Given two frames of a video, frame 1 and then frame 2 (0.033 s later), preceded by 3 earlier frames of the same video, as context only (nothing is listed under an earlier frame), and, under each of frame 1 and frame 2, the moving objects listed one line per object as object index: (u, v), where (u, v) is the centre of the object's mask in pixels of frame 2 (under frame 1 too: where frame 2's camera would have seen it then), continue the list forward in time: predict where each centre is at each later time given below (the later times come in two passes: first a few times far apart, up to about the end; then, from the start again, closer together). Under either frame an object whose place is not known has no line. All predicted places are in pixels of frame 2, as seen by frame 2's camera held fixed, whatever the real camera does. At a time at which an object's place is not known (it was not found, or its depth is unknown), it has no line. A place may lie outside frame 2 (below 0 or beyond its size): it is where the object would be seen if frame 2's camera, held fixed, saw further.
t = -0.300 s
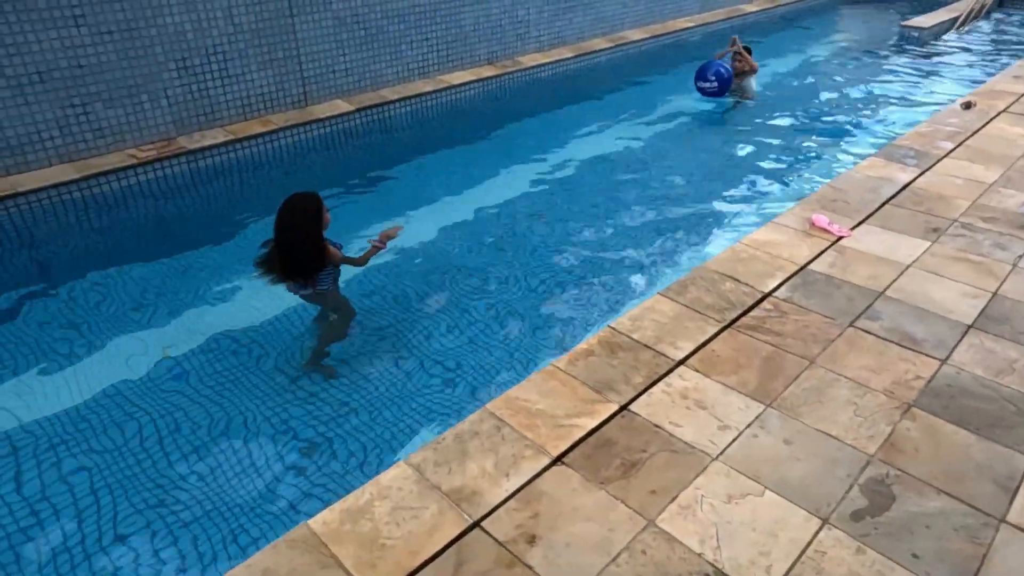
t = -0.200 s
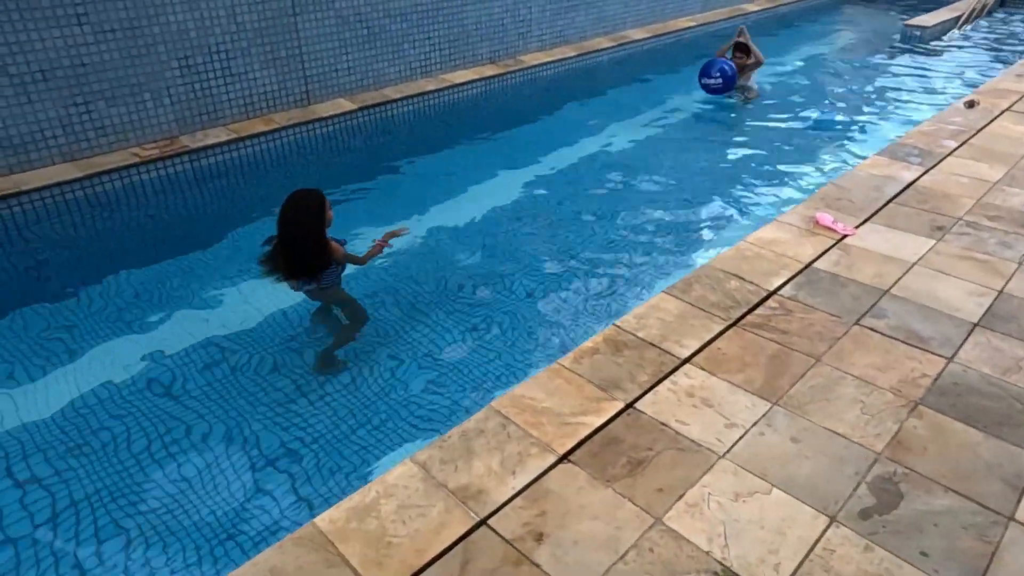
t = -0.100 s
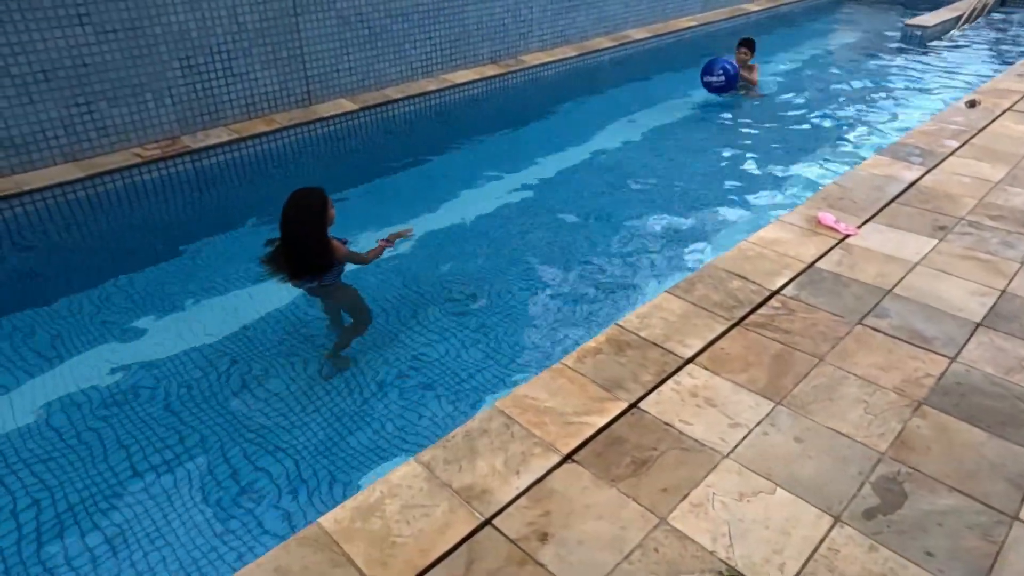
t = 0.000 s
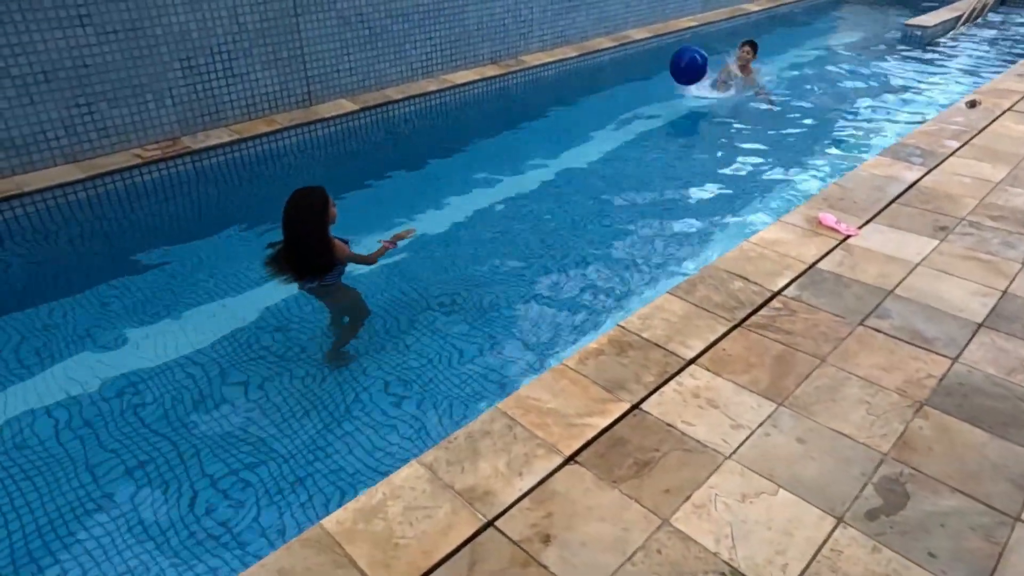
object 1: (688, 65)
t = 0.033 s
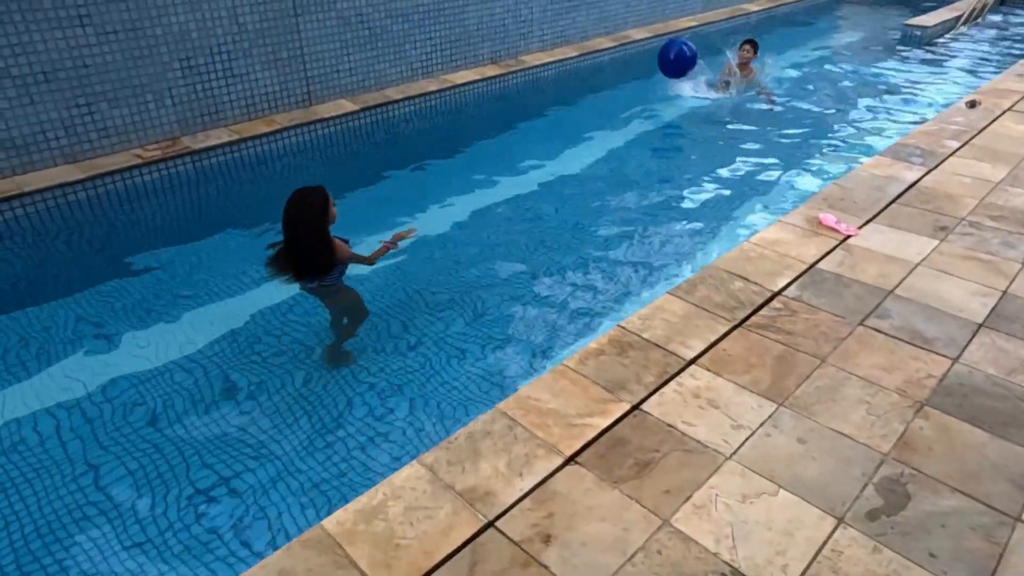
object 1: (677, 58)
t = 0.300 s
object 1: (590, 26)
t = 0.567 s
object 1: (523, 50)
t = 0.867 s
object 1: (478, 110)
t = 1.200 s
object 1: (478, 103)
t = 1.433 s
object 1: (483, 103)
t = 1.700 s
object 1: (492, 101)
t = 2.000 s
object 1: (506, 97)
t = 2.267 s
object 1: (518, 93)
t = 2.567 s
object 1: (531, 88)
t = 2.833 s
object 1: (543, 87)
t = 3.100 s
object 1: (555, 80)
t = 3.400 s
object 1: (568, 79)
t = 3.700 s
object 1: (579, 76)
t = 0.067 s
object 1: (665, 50)
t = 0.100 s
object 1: (654, 44)
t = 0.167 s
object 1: (633, 35)
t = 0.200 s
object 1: (621, 33)
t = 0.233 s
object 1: (611, 30)
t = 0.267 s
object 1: (600, 28)
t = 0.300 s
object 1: (590, 26)
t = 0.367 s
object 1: (572, 27)
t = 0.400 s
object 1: (563, 29)
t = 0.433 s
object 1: (554, 32)
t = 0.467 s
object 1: (545, 35)
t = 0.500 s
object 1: (537, 39)
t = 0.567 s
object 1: (523, 50)
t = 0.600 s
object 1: (516, 57)
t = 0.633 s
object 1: (509, 65)
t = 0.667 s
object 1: (503, 73)
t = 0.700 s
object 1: (497, 82)
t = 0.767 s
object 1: (486, 102)
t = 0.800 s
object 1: (481, 110)
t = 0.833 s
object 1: (479, 109)
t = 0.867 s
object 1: (478, 110)
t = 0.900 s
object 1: (478, 111)
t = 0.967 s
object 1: (477, 111)
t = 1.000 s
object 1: (477, 110)
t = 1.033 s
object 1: (477, 109)
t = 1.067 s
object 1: (477, 107)
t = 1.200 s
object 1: (478, 103)
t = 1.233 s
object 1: (478, 103)
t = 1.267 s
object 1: (478, 103)
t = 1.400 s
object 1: (482, 103)
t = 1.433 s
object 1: (483, 103)
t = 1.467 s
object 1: (484, 103)
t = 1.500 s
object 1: (485, 103)
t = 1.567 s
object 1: (488, 103)
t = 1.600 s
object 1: (489, 103)
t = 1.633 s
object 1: (490, 102)
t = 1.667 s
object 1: (491, 102)
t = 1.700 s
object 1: (492, 101)
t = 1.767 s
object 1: (495, 99)
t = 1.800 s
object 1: (496, 98)
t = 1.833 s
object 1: (498, 97)
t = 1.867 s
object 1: (499, 97)
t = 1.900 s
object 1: (501, 96)
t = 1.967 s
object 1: (505, 97)
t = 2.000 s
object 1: (506, 97)
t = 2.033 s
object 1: (507, 96)
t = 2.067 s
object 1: (509, 96)
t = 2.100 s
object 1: (510, 95)
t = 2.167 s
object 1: (513, 94)
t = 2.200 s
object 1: (515, 93)
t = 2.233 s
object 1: (516, 93)
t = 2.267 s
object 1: (518, 93)
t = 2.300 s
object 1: (519, 93)
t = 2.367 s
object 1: (523, 92)
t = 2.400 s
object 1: (524, 92)
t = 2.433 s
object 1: (525, 91)
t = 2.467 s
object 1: (527, 90)
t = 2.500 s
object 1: (528, 89)
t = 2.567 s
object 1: (531, 88)
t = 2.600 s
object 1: (533, 88)
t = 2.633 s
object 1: (534, 87)
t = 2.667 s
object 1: (536, 87)
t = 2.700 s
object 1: (537, 87)
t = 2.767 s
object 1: (540, 86)
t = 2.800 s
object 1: (542, 87)
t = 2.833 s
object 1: (543, 87)
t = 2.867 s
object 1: (545, 87)
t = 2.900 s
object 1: (546, 86)
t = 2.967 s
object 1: (549, 84)
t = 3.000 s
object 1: (551, 82)
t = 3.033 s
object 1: (552, 82)
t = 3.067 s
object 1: (554, 81)
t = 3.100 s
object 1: (555, 80)
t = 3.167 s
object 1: (559, 79)
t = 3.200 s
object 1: (560, 80)
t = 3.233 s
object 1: (562, 80)
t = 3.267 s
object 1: (563, 80)
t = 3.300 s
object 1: (565, 80)
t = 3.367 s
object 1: (567, 80)
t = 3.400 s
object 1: (568, 79)
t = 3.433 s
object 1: (569, 78)
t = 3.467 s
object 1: (570, 78)
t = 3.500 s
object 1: (572, 78)
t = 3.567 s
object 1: (574, 77)
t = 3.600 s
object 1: (576, 78)
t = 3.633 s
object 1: (577, 77)
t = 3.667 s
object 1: (578, 77)
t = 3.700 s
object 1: (579, 76)
